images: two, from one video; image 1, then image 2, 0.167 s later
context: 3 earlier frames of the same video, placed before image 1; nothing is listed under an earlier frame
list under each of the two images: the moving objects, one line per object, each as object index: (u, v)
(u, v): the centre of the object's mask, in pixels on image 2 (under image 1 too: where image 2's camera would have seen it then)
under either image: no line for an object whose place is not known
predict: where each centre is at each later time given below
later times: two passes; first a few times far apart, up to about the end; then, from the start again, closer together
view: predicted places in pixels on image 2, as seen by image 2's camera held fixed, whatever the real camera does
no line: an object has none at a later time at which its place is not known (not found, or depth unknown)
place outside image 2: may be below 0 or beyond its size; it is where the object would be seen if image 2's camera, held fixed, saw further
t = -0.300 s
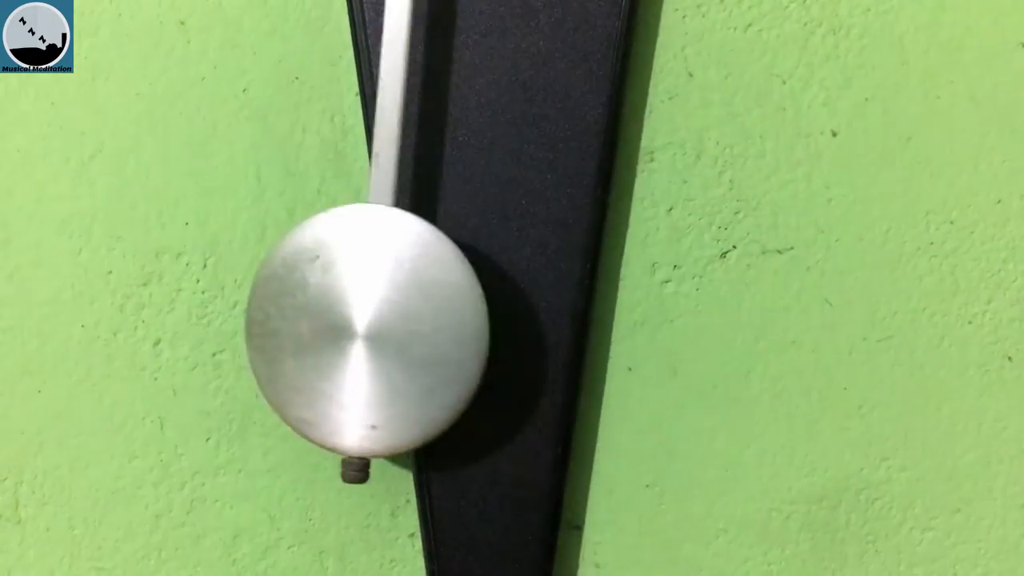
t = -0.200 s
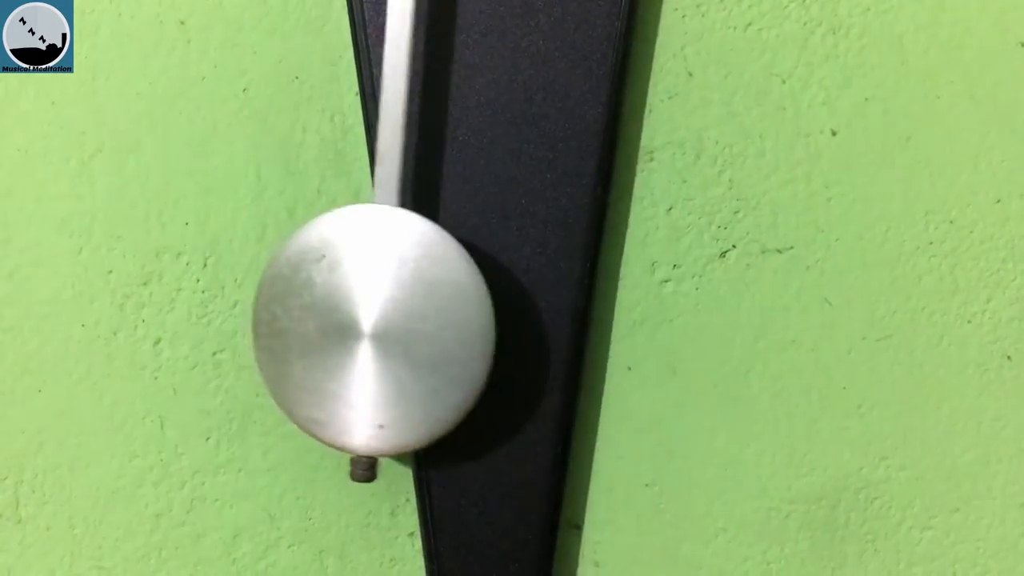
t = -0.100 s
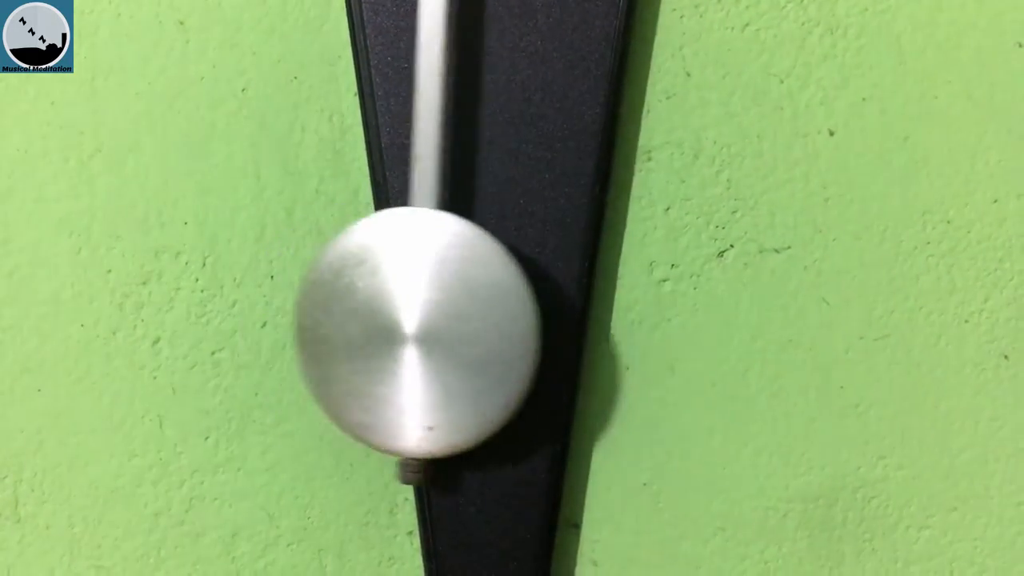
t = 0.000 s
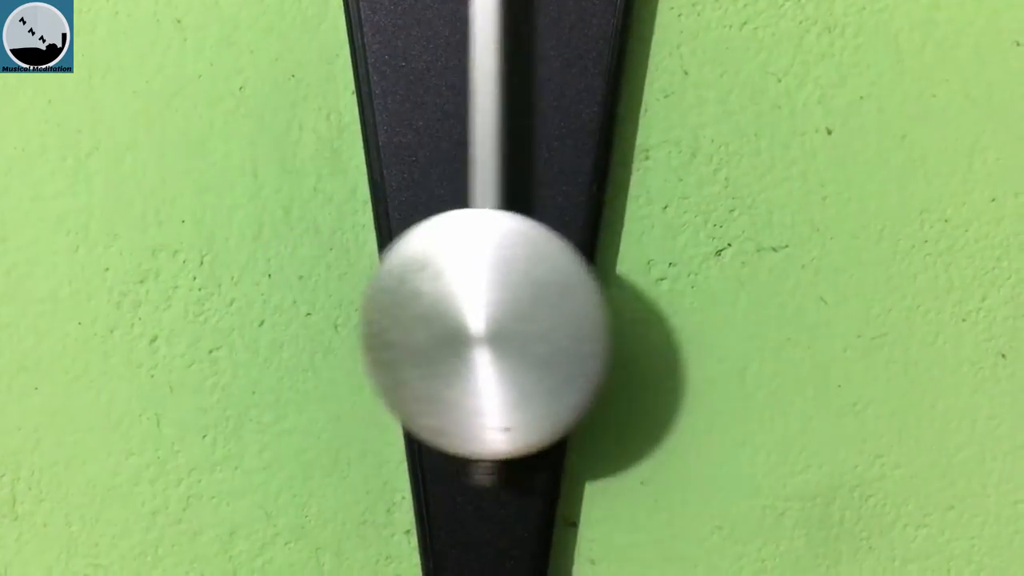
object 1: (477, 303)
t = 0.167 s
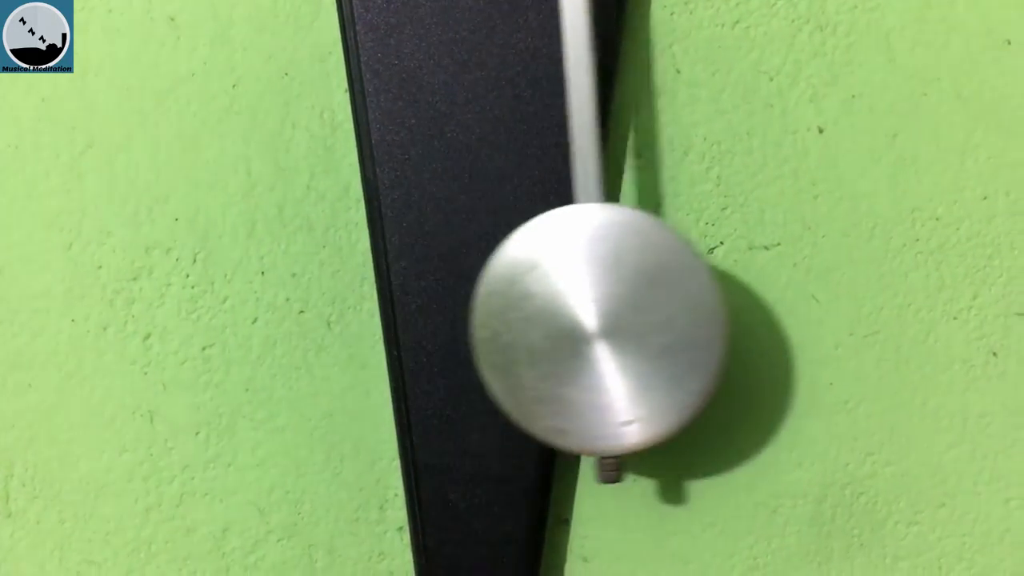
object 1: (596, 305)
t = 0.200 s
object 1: (614, 305)
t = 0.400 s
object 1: (632, 305)
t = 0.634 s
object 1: (484, 303)
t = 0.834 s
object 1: (364, 304)
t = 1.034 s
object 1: (382, 305)
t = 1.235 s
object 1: (521, 307)
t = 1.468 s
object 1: (642, 304)
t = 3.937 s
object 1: (622, 304)
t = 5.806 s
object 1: (437, 305)
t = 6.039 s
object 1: (584, 304)
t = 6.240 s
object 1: (624, 304)
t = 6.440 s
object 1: (533, 306)
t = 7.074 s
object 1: (493, 306)
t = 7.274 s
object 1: (608, 306)
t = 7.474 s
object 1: (609, 308)
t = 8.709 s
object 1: (585, 305)
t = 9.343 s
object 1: (436, 308)
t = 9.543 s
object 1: (568, 304)
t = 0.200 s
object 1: (614, 305)
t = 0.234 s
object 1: (629, 305)
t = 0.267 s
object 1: (639, 305)
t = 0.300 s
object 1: (644, 305)
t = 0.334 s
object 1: (645, 305)
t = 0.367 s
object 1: (641, 305)
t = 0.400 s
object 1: (632, 305)
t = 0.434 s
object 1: (619, 305)
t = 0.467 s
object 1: (601, 305)
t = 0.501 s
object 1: (580, 304)
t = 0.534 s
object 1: (558, 305)
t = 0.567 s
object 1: (533, 304)
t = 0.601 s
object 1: (508, 304)
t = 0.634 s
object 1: (484, 303)
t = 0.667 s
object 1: (459, 303)
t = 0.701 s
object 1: (436, 303)
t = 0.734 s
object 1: (414, 301)
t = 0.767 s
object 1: (394, 301)
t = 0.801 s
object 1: (376, 303)
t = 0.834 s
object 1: (364, 304)
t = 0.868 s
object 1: (355, 303)
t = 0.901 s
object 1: (351, 304)
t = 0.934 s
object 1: (352, 304)
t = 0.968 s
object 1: (357, 304)
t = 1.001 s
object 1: (367, 305)
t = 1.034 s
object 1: (382, 305)
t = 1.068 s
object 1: (400, 306)
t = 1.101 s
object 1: (421, 306)
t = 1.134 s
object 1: (445, 306)
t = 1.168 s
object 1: (469, 307)
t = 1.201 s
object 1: (496, 305)
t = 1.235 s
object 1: (521, 307)
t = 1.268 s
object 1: (546, 304)
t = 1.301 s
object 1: (570, 305)
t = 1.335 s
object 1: (591, 305)
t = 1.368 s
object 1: (610, 304)
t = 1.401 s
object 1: (625, 305)
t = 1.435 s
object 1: (636, 304)
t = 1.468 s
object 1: (642, 304)
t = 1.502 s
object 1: (643, 304)
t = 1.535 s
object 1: (640, 304)
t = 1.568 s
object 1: (632, 304)
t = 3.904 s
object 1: (632, 305)
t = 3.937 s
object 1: (622, 304)
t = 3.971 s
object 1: (608, 305)
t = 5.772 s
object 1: (417, 305)
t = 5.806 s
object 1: (437, 305)
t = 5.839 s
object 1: (458, 302)
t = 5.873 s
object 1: (480, 302)
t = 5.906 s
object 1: (502, 303)
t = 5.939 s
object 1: (524, 303)
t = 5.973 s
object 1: (546, 303)
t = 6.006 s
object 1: (566, 303)
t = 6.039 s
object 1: (584, 304)
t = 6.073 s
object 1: (600, 304)
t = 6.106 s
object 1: (612, 304)
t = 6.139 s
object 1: (621, 304)
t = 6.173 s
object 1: (626, 304)
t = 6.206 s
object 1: (627, 304)
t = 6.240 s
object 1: (624, 304)
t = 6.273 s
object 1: (617, 305)
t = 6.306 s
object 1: (606, 305)
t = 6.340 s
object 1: (591, 305)
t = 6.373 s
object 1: (574, 305)
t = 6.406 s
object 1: (554, 306)
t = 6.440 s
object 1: (533, 306)
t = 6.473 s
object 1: (510, 306)
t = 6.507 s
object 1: (488, 306)
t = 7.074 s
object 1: (493, 306)
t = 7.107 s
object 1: (515, 307)
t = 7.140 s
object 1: (537, 307)
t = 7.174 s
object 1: (558, 307)
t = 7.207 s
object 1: (578, 307)
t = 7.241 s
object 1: (594, 307)
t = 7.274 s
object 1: (608, 306)
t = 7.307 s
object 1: (619, 307)
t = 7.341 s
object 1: (625, 307)
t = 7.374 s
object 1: (627, 307)
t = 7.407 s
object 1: (625, 307)
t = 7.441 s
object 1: (619, 308)
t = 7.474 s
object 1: (609, 308)
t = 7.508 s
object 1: (595, 307)
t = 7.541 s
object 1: (578, 306)
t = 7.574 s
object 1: (559, 307)
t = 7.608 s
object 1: (538, 307)
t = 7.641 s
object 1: (516, 307)
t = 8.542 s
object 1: (628, 306)
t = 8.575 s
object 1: (627, 305)
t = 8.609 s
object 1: (622, 305)
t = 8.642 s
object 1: (613, 305)
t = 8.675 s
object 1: (600, 305)
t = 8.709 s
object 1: (585, 305)
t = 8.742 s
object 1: (567, 305)
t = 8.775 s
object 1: (546, 306)
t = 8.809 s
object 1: (524, 306)
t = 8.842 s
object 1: (502, 305)
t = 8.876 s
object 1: (480, 305)
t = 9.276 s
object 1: (399, 308)
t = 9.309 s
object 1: (416, 308)
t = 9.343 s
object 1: (436, 308)
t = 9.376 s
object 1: (457, 308)
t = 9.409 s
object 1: (480, 306)
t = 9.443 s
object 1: (503, 307)
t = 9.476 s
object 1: (525, 306)
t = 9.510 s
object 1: (547, 305)
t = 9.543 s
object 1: (568, 304)
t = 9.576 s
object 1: (586, 304)
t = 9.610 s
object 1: (602, 304)
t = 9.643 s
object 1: (614, 304)
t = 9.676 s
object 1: (623, 304)
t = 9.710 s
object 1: (628, 304)
